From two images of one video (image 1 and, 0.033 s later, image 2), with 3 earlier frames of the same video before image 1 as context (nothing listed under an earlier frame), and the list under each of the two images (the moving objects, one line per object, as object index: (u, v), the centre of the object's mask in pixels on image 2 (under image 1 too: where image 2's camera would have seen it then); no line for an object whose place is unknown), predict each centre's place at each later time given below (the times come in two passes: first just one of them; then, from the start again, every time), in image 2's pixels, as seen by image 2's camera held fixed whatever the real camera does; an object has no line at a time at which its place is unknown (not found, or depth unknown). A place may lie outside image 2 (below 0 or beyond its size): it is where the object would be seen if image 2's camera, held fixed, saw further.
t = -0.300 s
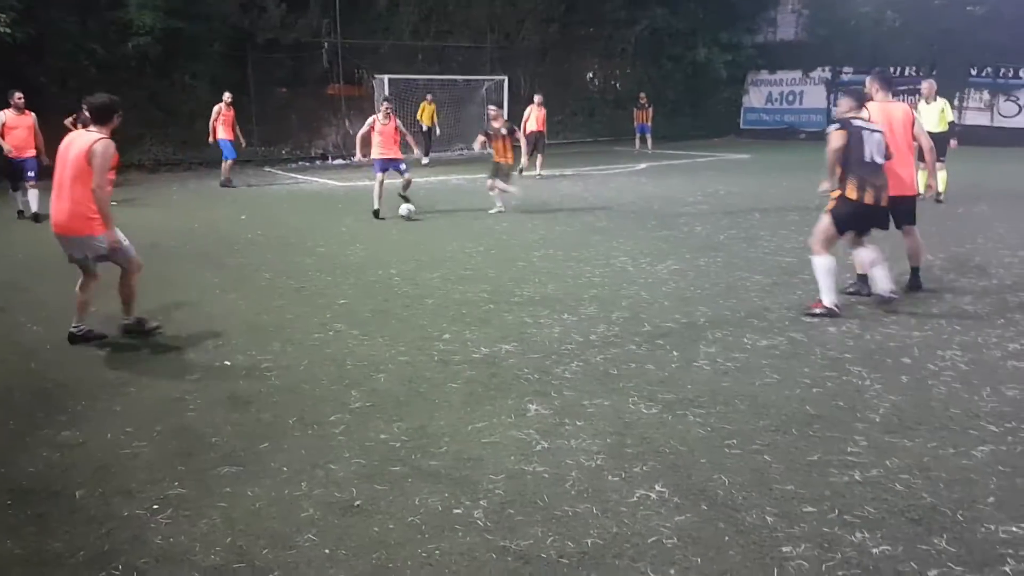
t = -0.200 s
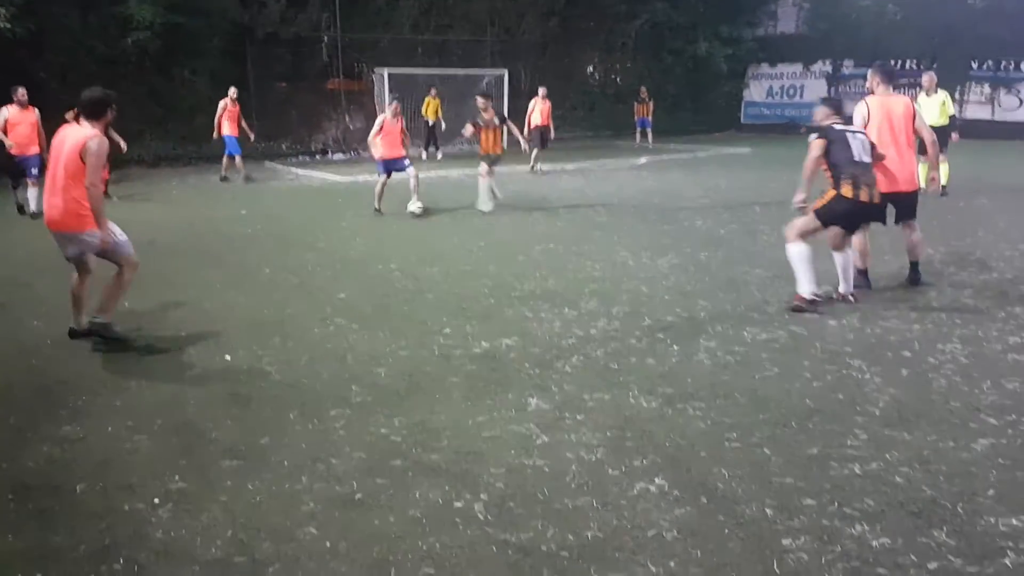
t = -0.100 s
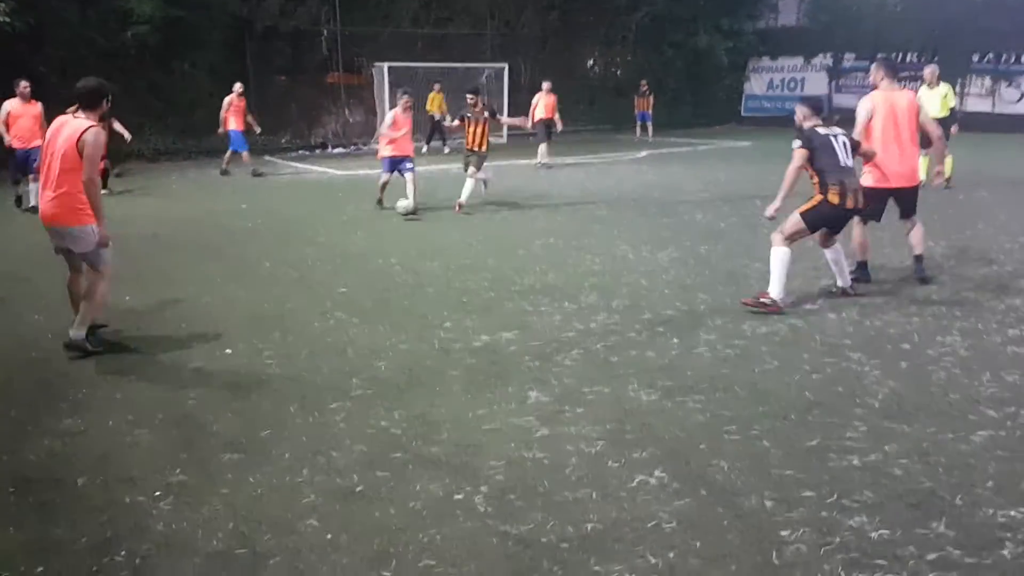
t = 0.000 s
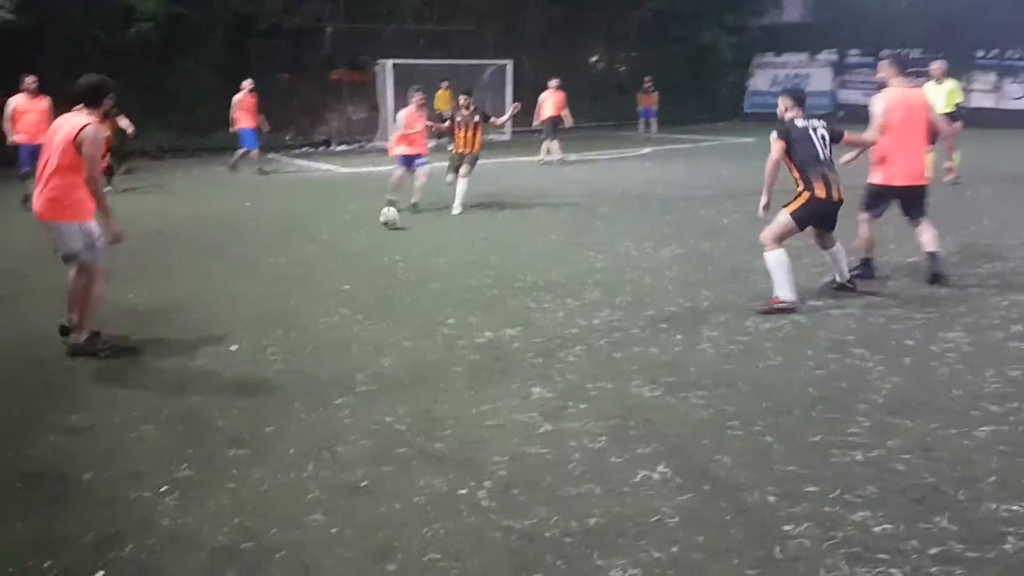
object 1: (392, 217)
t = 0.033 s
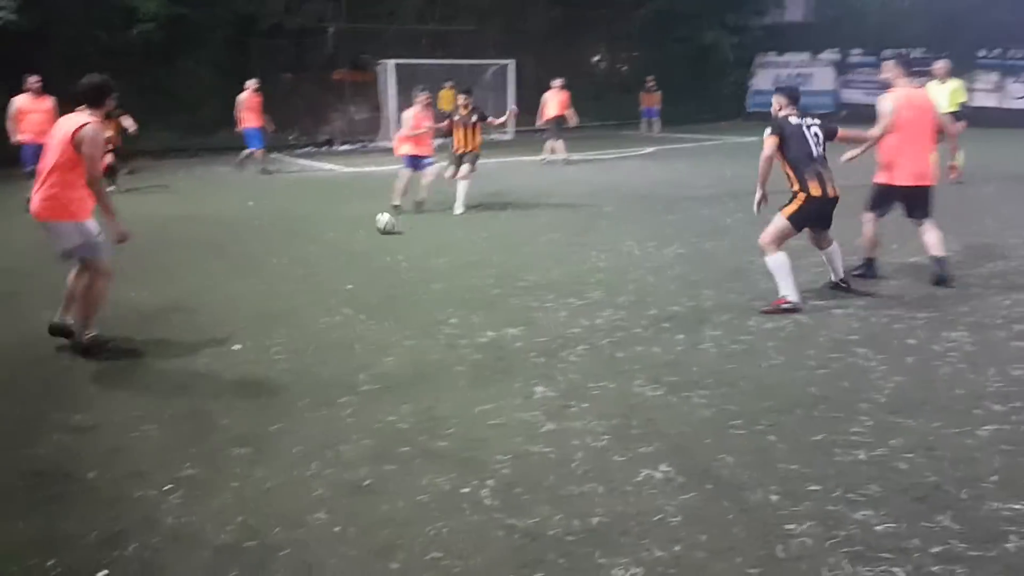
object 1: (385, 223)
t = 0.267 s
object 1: (331, 254)
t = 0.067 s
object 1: (378, 227)
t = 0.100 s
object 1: (371, 228)
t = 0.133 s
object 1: (363, 231)
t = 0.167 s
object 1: (356, 235)
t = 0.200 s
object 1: (349, 240)
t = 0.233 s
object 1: (341, 246)
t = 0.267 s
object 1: (331, 254)
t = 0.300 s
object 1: (322, 259)
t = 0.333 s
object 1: (315, 261)
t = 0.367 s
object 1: (306, 265)
